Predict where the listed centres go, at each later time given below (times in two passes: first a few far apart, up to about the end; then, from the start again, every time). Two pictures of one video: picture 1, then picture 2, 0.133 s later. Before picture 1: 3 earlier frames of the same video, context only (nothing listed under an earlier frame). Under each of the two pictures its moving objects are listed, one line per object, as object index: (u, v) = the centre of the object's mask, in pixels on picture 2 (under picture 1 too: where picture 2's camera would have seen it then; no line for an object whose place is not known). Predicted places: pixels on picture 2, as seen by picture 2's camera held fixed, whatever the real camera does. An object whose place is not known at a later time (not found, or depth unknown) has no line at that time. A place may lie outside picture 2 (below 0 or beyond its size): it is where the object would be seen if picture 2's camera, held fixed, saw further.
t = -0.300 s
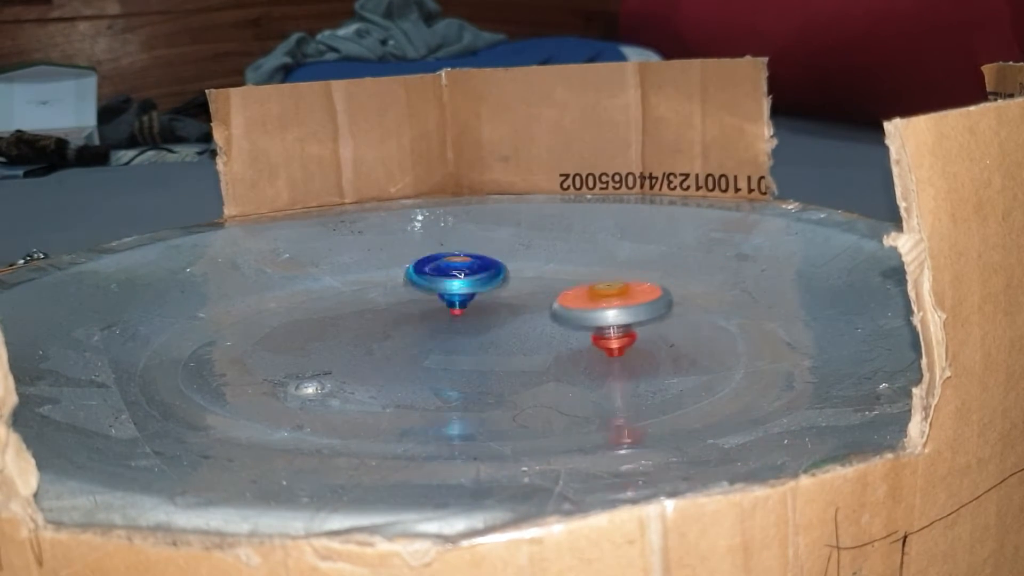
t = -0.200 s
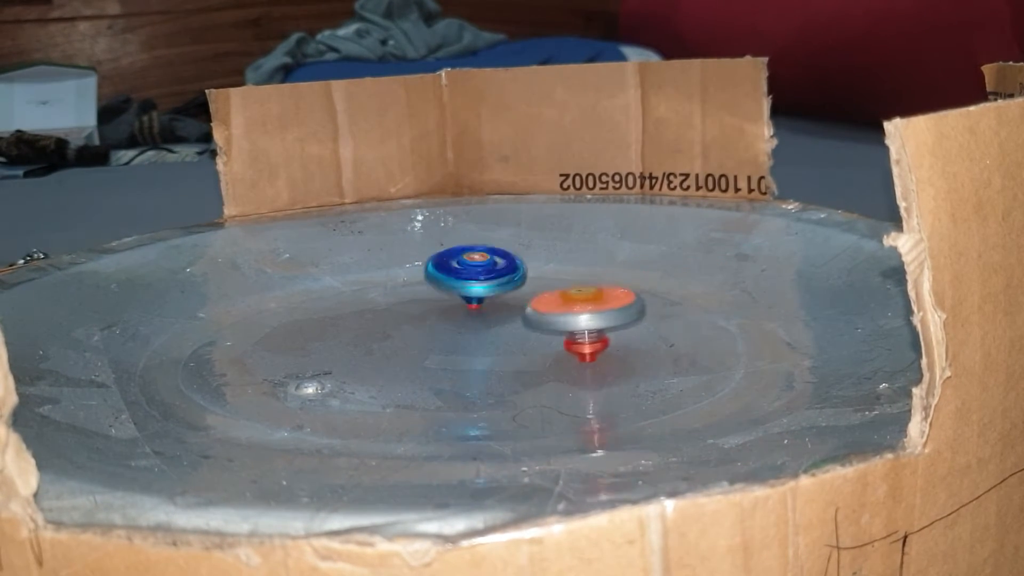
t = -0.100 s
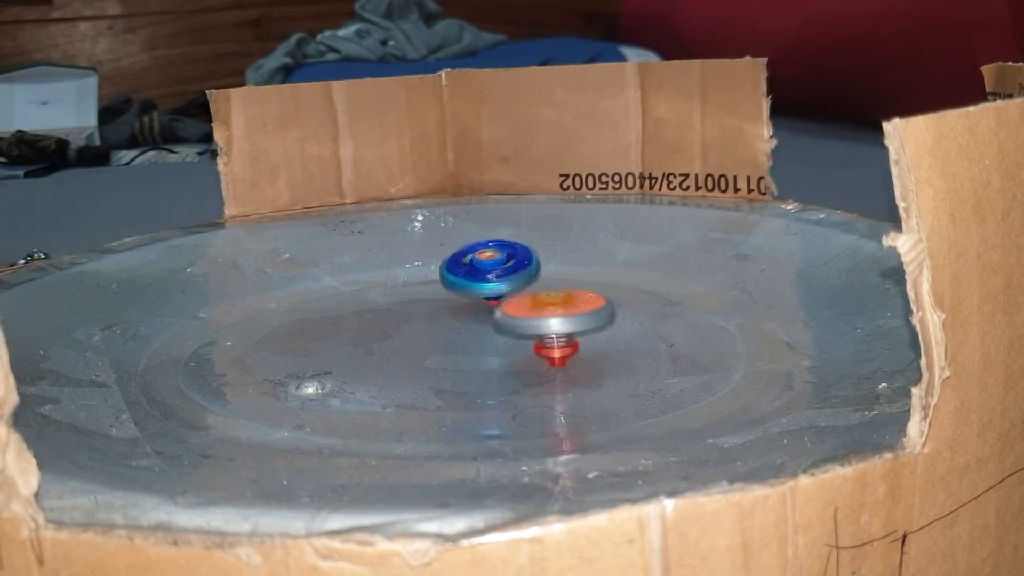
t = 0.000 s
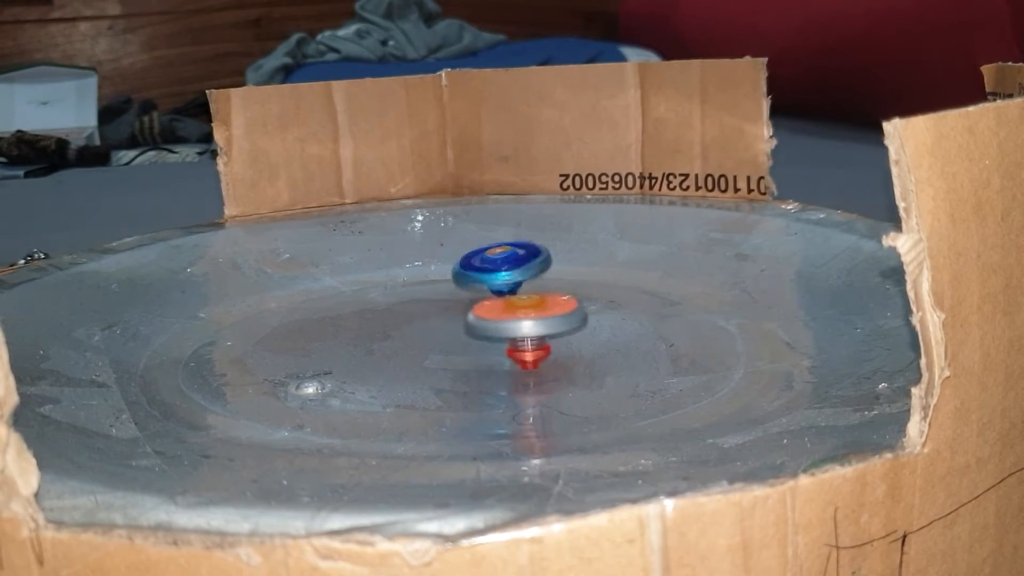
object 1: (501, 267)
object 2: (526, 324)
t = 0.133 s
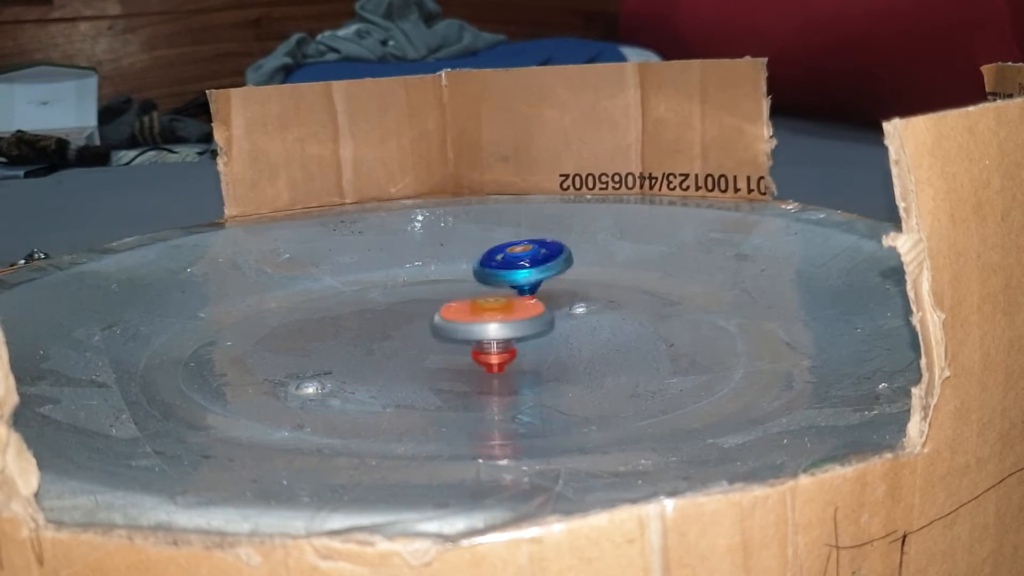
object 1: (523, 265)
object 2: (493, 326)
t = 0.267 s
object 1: (545, 260)
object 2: (471, 327)
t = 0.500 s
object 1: (530, 259)
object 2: (453, 325)
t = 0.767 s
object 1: (488, 264)
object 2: (464, 315)
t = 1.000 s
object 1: (448, 263)
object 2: (472, 300)
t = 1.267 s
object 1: (400, 260)
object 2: (483, 299)
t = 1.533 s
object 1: (393, 274)
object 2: (479, 307)
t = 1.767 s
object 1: (409, 288)
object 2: (475, 323)
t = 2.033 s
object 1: (382, 313)
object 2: (488, 341)
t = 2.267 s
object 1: (360, 322)
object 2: (511, 348)
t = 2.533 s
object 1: (402, 321)
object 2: (537, 348)
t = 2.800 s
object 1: (463, 328)
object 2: (572, 339)
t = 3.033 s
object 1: (465, 323)
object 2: (716, 333)
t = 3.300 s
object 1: (474, 324)
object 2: (772, 320)
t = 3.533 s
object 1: (478, 326)
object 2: (767, 312)
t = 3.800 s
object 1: (486, 330)
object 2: (728, 307)
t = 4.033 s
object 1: (507, 329)
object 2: (661, 302)
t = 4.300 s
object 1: (500, 329)
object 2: (584, 296)
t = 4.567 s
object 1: (473, 348)
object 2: (558, 285)
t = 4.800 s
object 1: (541, 366)
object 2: (532, 280)
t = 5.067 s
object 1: (566, 374)
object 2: (510, 276)
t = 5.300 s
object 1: (566, 374)
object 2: (490, 275)
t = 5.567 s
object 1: (566, 374)
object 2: (459, 276)
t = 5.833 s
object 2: (443, 273)
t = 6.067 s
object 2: (436, 271)
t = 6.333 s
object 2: (442, 268)
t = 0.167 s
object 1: (530, 264)
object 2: (486, 326)
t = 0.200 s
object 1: (535, 263)
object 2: (481, 327)
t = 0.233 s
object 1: (540, 262)
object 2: (476, 327)
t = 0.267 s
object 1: (545, 260)
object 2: (471, 327)
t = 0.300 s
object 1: (546, 260)
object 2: (467, 327)
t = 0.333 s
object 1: (547, 259)
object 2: (463, 327)
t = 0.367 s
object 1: (545, 258)
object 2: (460, 327)
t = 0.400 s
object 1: (540, 258)
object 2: (456, 327)
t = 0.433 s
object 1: (538, 258)
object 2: (454, 326)
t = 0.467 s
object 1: (534, 258)
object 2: (453, 326)
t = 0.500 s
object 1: (530, 259)
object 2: (453, 325)
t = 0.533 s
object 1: (526, 259)
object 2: (454, 325)
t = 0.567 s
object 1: (518, 260)
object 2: (456, 323)
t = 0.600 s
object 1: (513, 261)
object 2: (457, 322)
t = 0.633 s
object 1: (506, 262)
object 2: (458, 321)
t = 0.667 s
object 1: (500, 264)
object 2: (459, 320)
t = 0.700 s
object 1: (498, 263)
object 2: (461, 317)
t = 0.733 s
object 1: (494, 263)
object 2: (462, 316)
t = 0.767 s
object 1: (488, 264)
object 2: (464, 315)
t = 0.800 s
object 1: (486, 263)
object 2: (467, 313)
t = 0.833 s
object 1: (479, 263)
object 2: (468, 311)
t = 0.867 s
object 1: (474, 264)
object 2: (469, 309)
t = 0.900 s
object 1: (471, 262)
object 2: (471, 306)
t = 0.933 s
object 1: (463, 264)
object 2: (471, 305)
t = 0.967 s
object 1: (457, 263)
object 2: (472, 303)
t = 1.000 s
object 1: (448, 263)
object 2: (472, 300)
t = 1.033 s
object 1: (438, 265)
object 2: (471, 298)
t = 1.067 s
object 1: (430, 264)
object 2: (472, 296)
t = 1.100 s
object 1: (425, 265)
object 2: (477, 298)
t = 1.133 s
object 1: (420, 265)
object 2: (479, 300)
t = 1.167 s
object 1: (418, 265)
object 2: (481, 299)
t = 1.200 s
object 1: (412, 263)
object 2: (482, 299)
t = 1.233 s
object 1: (405, 262)
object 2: (482, 299)
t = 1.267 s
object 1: (400, 260)
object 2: (483, 299)
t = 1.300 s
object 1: (395, 260)
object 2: (484, 300)
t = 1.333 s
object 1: (390, 261)
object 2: (484, 300)
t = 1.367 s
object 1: (388, 262)
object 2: (484, 301)
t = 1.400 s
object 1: (385, 265)
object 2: (484, 302)
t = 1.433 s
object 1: (385, 266)
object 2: (482, 303)
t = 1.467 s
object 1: (390, 269)
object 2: (481, 304)
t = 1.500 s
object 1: (392, 273)
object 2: (480, 305)
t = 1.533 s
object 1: (393, 274)
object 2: (479, 307)
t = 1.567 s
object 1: (399, 275)
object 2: (477, 309)
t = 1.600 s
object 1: (404, 277)
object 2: (476, 311)
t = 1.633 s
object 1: (405, 279)
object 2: (475, 313)
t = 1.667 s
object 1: (408, 281)
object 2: (474, 315)
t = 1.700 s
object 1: (410, 282)
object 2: (474, 318)
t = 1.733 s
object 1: (410, 285)
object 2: (474, 320)
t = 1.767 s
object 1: (409, 288)
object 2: (475, 323)
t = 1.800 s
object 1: (409, 290)
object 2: (475, 325)
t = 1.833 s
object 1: (406, 294)
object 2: (475, 328)
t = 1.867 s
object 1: (403, 298)
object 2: (476, 330)
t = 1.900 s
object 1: (401, 301)
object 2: (477, 332)
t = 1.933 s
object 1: (397, 305)
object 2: (480, 334)
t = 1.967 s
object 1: (391, 307)
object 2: (484, 337)
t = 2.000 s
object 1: (387, 310)
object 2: (486, 339)
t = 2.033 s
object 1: (382, 313)
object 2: (488, 341)
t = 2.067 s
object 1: (376, 314)
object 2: (491, 343)
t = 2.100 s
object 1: (372, 316)
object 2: (495, 345)
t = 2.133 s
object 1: (366, 318)
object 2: (498, 347)
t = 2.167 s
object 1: (361, 320)
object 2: (501, 348)
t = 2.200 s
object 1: (361, 321)
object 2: (505, 348)
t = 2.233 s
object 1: (361, 321)
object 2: (508, 348)
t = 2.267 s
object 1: (360, 322)
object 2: (511, 348)
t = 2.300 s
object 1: (364, 323)
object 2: (514, 349)
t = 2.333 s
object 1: (369, 322)
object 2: (516, 349)
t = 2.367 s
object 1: (369, 323)
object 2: (520, 349)
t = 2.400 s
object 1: (376, 322)
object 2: (523, 349)
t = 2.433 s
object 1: (385, 322)
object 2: (527, 349)
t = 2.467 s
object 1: (385, 324)
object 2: (530, 348)
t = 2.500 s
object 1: (389, 322)
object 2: (534, 348)
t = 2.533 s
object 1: (402, 321)
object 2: (537, 348)
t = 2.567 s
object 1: (414, 323)
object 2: (542, 348)
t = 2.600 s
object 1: (417, 325)
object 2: (546, 347)
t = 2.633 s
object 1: (421, 323)
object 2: (550, 346)
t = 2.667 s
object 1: (433, 322)
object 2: (554, 345)
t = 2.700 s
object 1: (444, 323)
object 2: (560, 344)
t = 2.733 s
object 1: (451, 326)
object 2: (565, 342)
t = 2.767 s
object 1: (458, 327)
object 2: (569, 341)
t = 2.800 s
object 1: (463, 328)
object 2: (572, 339)
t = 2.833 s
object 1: (456, 323)
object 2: (607, 341)
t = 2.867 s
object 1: (458, 321)
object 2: (641, 343)
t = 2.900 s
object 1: (469, 321)
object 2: (666, 342)
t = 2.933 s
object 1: (477, 322)
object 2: (681, 339)
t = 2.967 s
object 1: (475, 323)
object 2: (693, 337)
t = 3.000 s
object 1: (469, 325)
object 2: (705, 335)
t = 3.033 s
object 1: (465, 323)
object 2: (716, 333)
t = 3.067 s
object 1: (468, 321)
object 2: (726, 332)
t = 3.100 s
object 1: (474, 322)
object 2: (736, 332)
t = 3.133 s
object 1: (481, 320)
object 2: (745, 331)
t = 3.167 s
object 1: (483, 322)
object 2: (753, 328)
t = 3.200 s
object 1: (479, 326)
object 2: (760, 326)
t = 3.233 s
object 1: (471, 328)
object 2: (766, 323)
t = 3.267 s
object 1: (471, 327)
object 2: (771, 322)
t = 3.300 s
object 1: (474, 324)
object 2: (772, 320)
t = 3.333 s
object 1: (482, 322)
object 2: (772, 318)
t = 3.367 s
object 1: (487, 324)
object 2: (771, 317)
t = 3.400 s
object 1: (490, 325)
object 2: (769, 317)
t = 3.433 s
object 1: (489, 326)
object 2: (769, 316)
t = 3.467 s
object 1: (485, 327)
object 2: (769, 315)
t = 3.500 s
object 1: (481, 327)
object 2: (769, 313)
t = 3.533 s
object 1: (478, 326)
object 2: (767, 312)
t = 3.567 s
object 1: (480, 326)
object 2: (764, 311)
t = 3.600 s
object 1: (484, 323)
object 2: (760, 310)
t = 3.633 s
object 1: (492, 323)
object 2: (754, 309)
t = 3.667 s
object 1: (496, 324)
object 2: (749, 308)
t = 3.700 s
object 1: (499, 326)
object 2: (742, 307)
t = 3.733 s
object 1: (495, 330)
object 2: (738, 307)
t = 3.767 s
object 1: (490, 331)
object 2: (734, 307)
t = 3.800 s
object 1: (486, 330)
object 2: (728, 307)
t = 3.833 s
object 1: (484, 329)
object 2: (720, 306)
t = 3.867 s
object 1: (485, 330)
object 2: (711, 305)
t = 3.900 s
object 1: (487, 325)
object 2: (702, 304)
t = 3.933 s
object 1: (494, 324)
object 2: (692, 304)
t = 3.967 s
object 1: (501, 325)
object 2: (682, 303)
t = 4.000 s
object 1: (503, 328)
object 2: (672, 302)
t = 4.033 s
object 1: (507, 329)
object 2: (661, 302)
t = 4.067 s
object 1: (506, 330)
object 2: (651, 301)
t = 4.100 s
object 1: (504, 332)
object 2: (640, 301)
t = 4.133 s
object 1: (503, 332)
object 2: (630, 300)
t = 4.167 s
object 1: (501, 333)
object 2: (620, 300)
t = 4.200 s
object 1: (501, 333)
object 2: (610, 299)
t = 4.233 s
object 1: (500, 332)
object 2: (600, 298)
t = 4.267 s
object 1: (501, 332)
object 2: (592, 298)
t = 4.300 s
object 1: (500, 329)
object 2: (584, 296)
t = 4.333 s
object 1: (495, 327)
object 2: (577, 296)
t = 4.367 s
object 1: (497, 326)
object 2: (573, 293)
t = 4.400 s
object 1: (475, 321)
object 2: (573, 288)
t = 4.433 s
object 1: (457, 330)
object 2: (571, 287)
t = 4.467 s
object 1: (449, 349)
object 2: (571, 287)
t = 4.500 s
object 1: (454, 350)
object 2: (567, 286)
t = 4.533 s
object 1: (468, 349)
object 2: (563, 285)
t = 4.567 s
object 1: (473, 348)
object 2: (558, 285)
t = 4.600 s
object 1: (475, 353)
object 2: (553, 284)
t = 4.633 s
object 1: (484, 372)
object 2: (548, 284)
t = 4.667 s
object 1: (496, 362)
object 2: (544, 282)
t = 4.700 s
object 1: (507, 359)
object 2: (540, 281)
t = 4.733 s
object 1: (523, 374)
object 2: (537, 281)
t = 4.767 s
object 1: (533, 367)
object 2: (534, 280)
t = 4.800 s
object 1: (541, 366)
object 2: (532, 280)
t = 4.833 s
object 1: (550, 373)
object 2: (529, 278)
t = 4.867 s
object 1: (559, 370)
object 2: (527, 278)
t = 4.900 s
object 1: (565, 373)
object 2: (525, 277)
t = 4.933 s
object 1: (566, 374)
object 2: (523, 276)
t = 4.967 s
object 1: (567, 373)
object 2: (520, 276)
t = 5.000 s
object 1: (566, 374)
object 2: (516, 276)
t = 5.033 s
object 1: (566, 374)
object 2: (513, 276)
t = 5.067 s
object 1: (566, 374)
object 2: (510, 276)
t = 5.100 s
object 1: (566, 374)
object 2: (507, 276)
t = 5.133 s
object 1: (566, 374)
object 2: (505, 275)
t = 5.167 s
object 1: (566, 374)
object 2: (503, 275)
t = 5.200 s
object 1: (566, 374)
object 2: (500, 275)
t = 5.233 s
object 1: (566, 374)
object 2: (497, 275)
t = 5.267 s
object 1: (566, 374)
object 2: (494, 275)
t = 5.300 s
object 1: (566, 374)
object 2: (490, 275)
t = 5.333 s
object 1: (566, 374)
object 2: (486, 275)
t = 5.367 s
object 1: (566, 374)
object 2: (482, 275)
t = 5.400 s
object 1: (566, 374)
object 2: (478, 276)
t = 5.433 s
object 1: (566, 374)
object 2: (474, 276)
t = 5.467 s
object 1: (566, 374)
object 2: (470, 276)
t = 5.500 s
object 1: (566, 374)
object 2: (467, 276)
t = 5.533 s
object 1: (566, 374)
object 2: (462, 276)
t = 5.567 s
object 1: (566, 374)
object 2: (459, 276)
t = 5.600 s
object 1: (566, 374)
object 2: (456, 275)
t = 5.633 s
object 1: (566, 374)
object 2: (453, 275)
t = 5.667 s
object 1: (566, 374)
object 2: (451, 275)
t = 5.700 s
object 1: (566, 374)
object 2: (449, 275)
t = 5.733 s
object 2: (448, 274)
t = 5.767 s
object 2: (446, 274)
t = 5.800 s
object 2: (446, 274)
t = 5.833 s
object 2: (443, 273)
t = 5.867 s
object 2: (441, 273)
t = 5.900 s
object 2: (439, 272)
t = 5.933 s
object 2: (438, 272)
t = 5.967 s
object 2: (437, 272)
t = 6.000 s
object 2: (437, 271)
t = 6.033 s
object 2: (436, 271)
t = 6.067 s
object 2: (436, 271)
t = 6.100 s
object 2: (436, 271)
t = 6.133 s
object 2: (437, 271)
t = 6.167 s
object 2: (438, 270)
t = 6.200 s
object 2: (438, 270)
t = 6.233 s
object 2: (439, 269)
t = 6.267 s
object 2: (440, 269)
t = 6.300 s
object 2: (441, 268)
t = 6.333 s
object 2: (442, 268)
